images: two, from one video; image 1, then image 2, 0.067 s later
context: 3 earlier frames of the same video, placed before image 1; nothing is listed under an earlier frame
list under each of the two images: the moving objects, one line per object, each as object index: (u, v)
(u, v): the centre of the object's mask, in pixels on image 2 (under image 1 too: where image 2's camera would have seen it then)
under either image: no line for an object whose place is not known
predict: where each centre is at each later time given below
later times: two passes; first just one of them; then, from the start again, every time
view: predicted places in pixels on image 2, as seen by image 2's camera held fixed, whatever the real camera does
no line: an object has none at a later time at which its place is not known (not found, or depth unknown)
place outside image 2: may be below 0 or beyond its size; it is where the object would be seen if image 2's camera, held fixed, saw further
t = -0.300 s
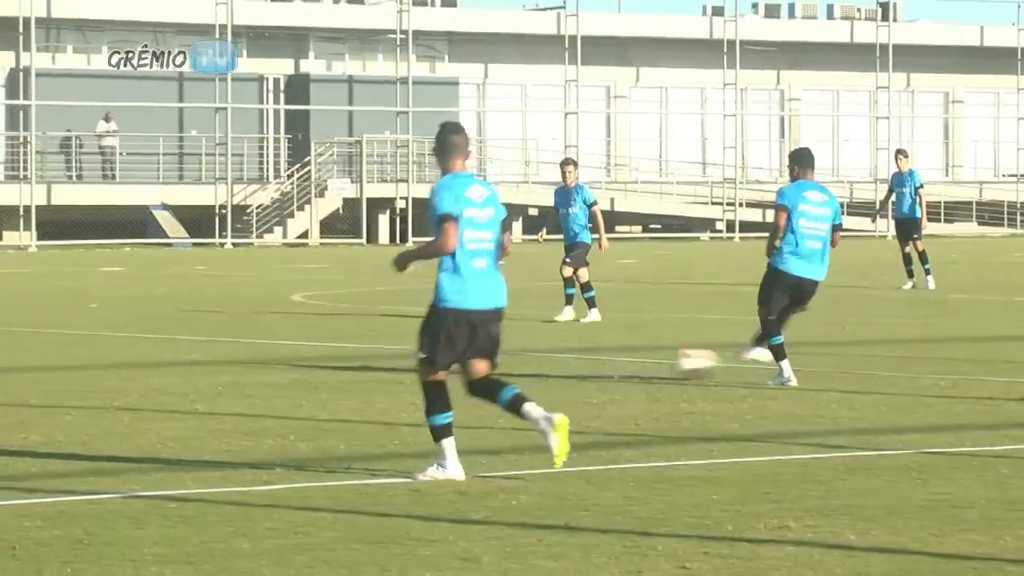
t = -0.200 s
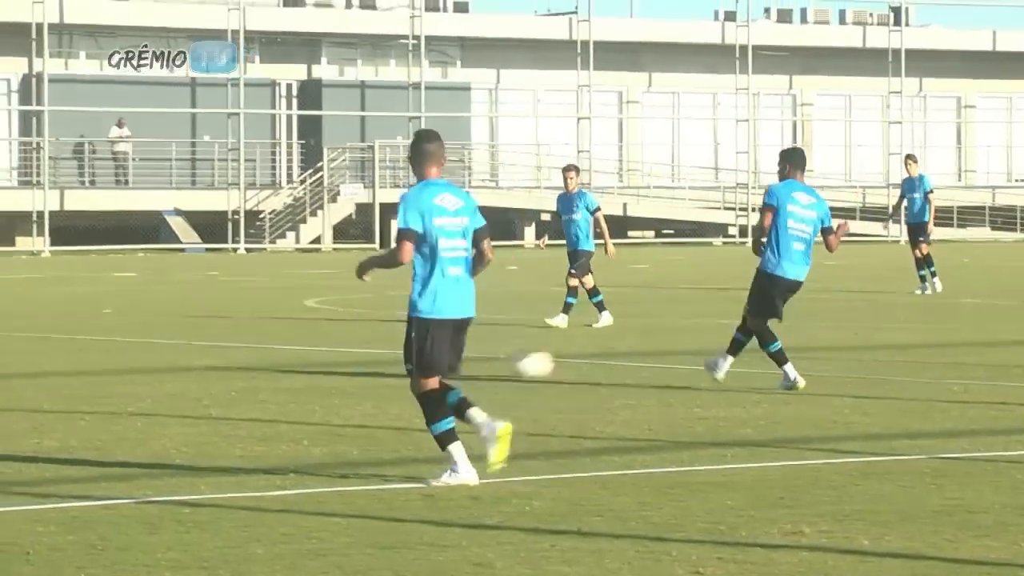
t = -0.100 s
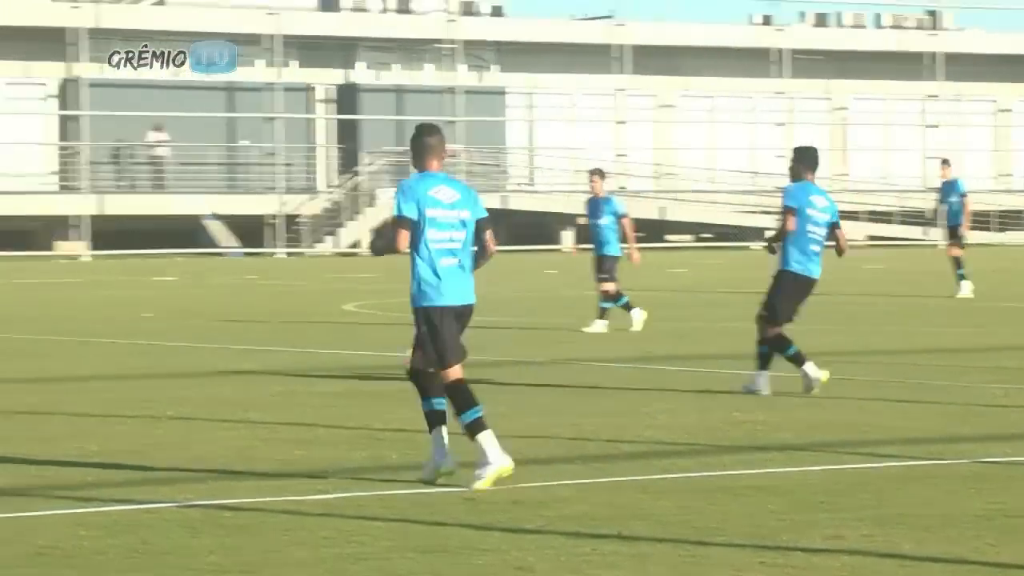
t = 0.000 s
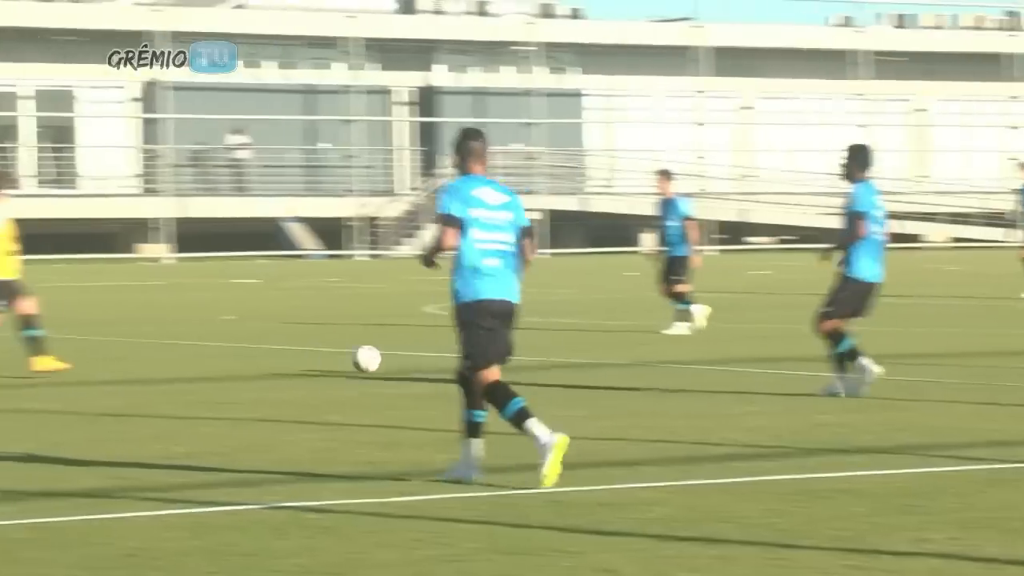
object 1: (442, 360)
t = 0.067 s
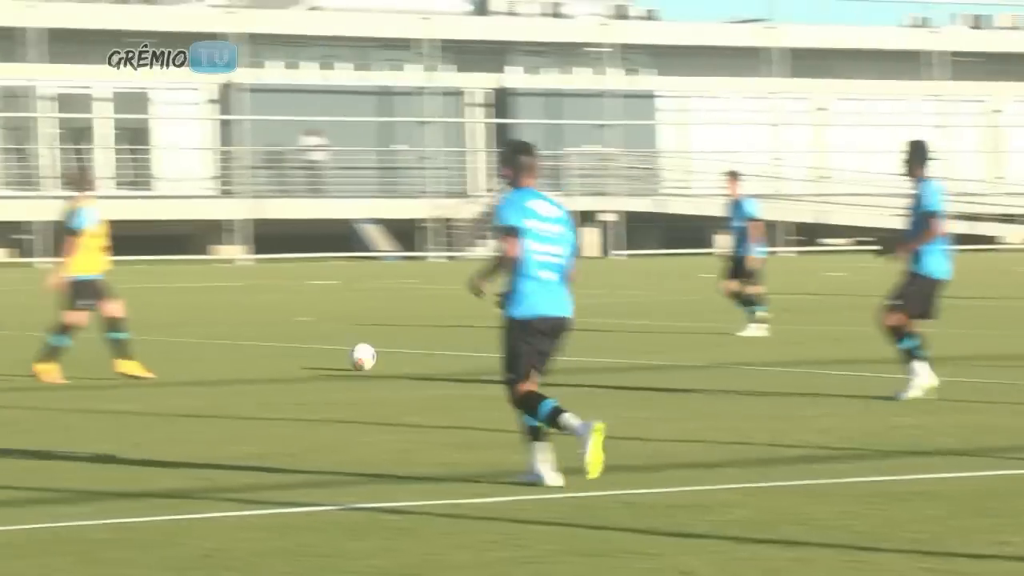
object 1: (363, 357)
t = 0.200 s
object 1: (219, 349)
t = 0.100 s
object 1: (325, 356)
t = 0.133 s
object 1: (289, 353)
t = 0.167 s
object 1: (253, 350)
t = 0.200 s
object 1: (219, 349)
